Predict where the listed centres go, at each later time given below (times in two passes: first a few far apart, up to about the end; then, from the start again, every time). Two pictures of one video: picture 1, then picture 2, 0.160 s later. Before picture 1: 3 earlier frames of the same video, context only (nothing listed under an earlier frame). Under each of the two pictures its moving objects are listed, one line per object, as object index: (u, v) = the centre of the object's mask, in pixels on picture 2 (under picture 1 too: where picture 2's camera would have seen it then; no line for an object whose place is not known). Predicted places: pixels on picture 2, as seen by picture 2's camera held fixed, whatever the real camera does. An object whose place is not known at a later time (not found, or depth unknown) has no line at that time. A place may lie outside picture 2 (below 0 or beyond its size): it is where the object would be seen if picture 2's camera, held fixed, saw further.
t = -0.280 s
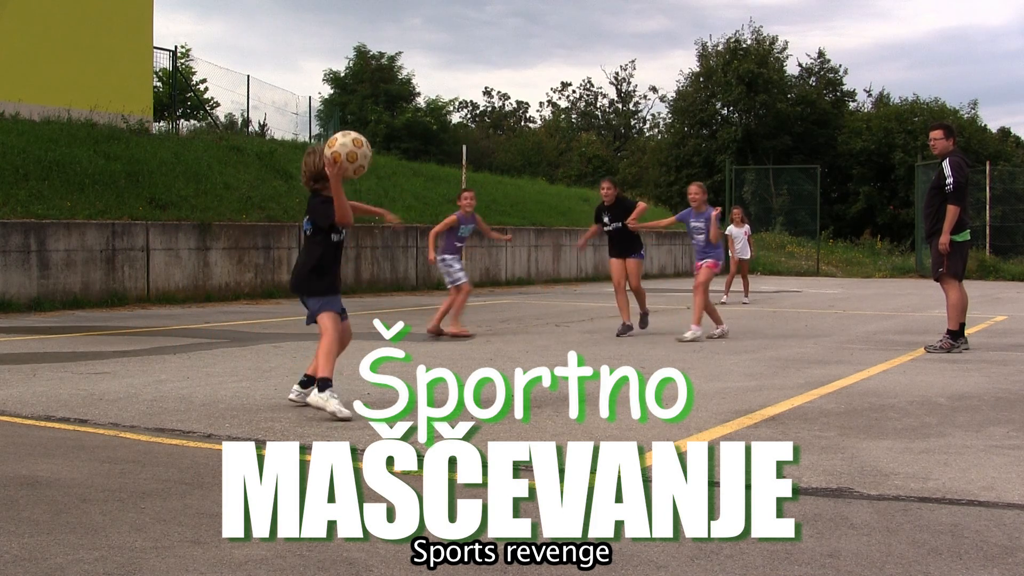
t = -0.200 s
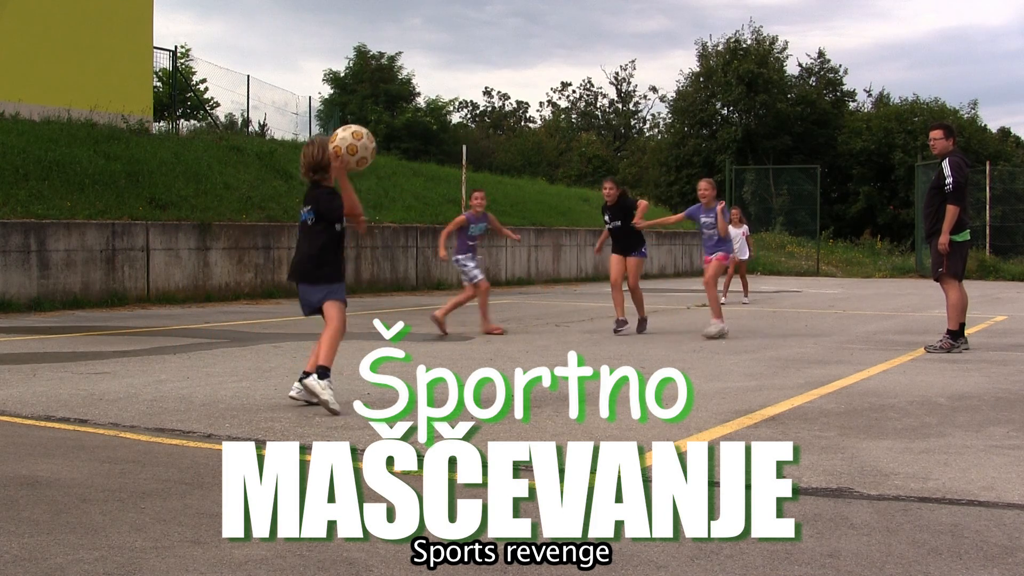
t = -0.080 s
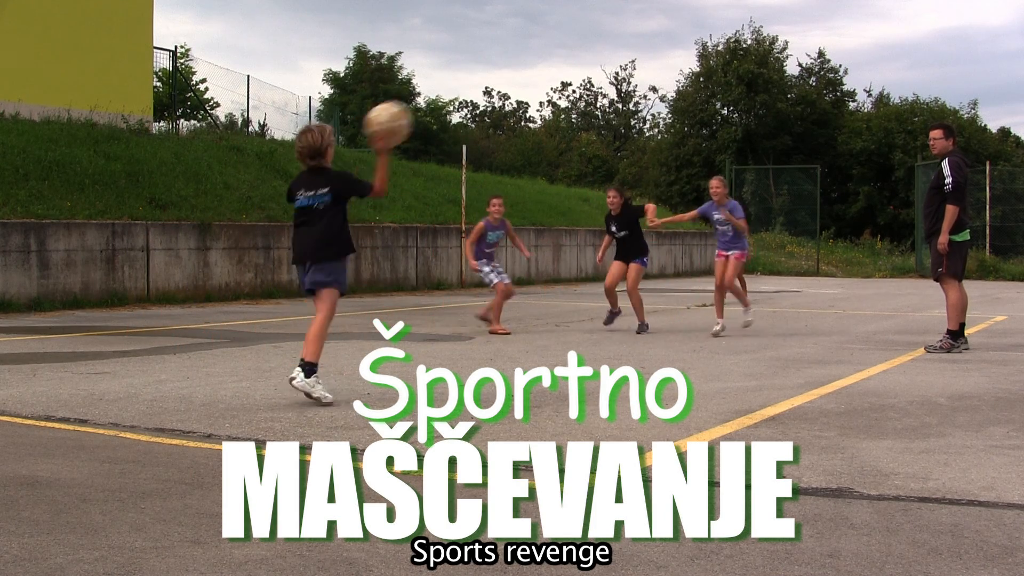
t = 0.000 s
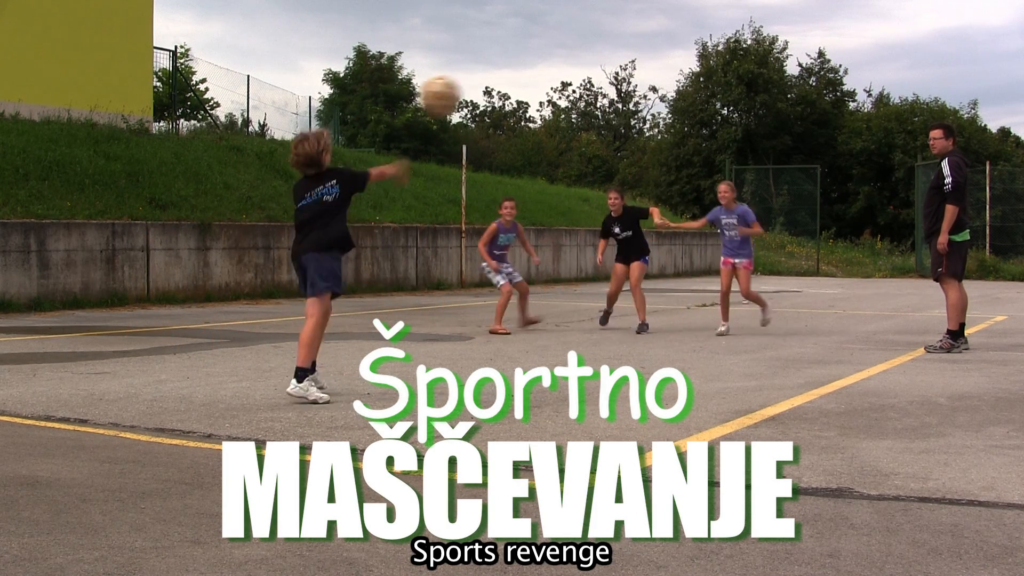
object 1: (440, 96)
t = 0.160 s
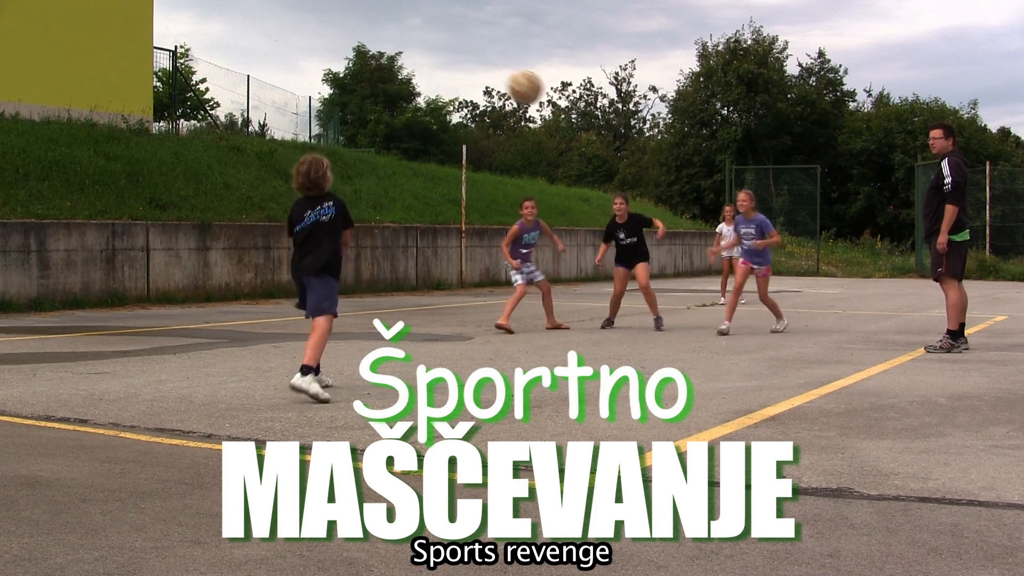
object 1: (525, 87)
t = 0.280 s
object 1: (573, 103)
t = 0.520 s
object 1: (649, 180)
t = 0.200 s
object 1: (542, 90)
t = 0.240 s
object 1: (557, 96)
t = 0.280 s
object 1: (573, 103)
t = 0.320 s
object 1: (588, 113)
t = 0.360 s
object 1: (601, 124)
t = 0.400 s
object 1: (614, 137)
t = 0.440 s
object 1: (627, 151)
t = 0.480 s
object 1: (638, 166)
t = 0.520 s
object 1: (649, 180)
